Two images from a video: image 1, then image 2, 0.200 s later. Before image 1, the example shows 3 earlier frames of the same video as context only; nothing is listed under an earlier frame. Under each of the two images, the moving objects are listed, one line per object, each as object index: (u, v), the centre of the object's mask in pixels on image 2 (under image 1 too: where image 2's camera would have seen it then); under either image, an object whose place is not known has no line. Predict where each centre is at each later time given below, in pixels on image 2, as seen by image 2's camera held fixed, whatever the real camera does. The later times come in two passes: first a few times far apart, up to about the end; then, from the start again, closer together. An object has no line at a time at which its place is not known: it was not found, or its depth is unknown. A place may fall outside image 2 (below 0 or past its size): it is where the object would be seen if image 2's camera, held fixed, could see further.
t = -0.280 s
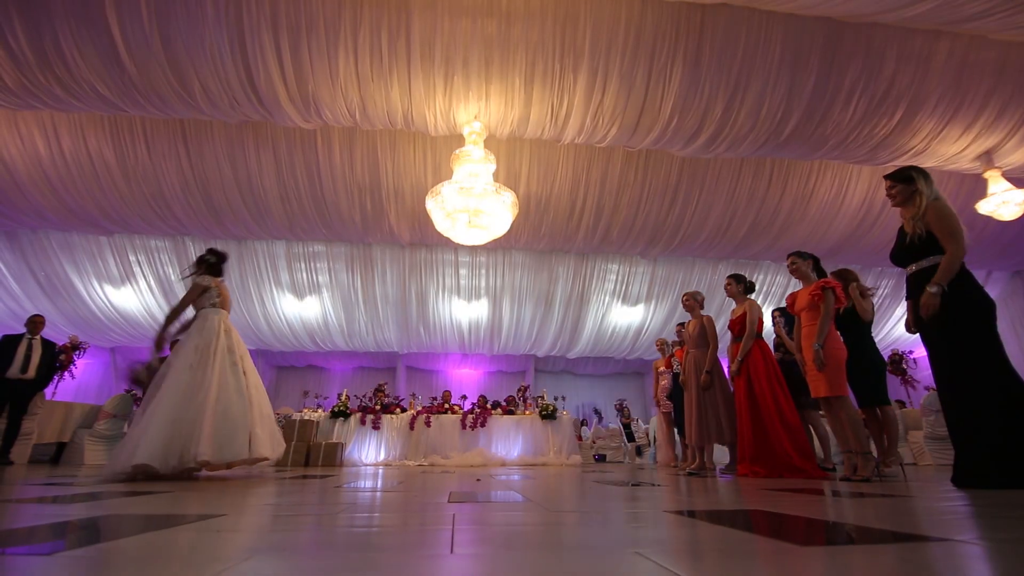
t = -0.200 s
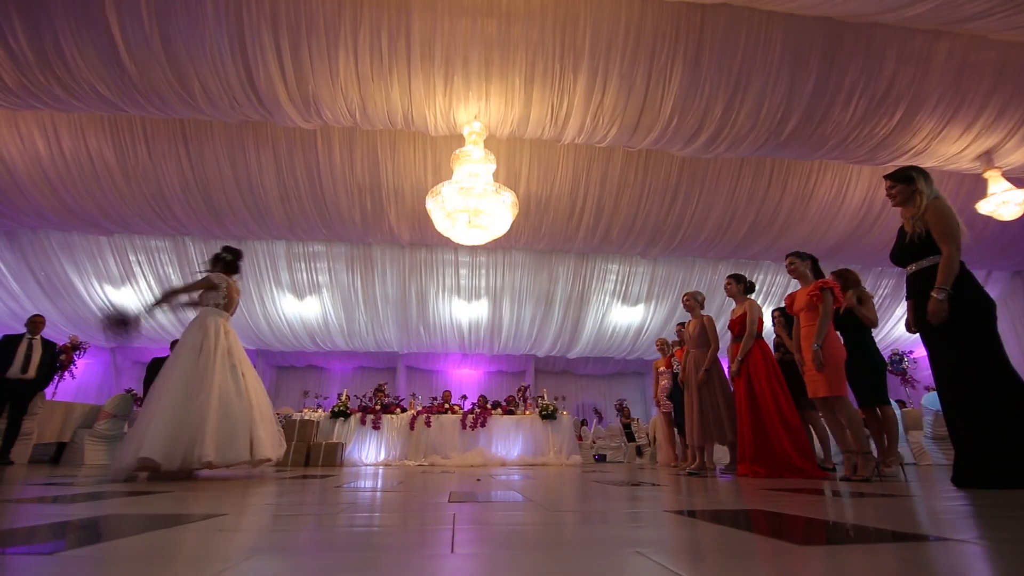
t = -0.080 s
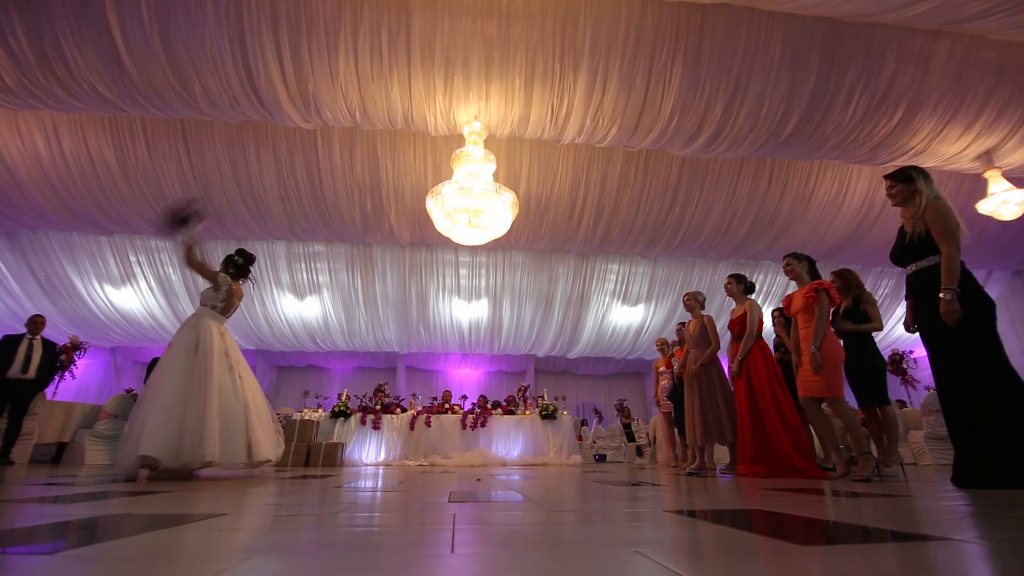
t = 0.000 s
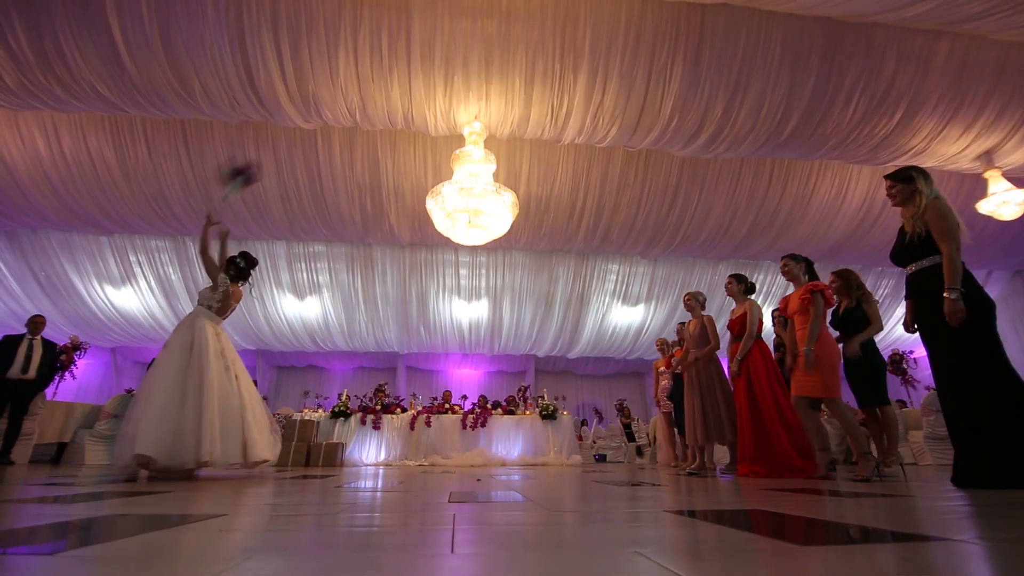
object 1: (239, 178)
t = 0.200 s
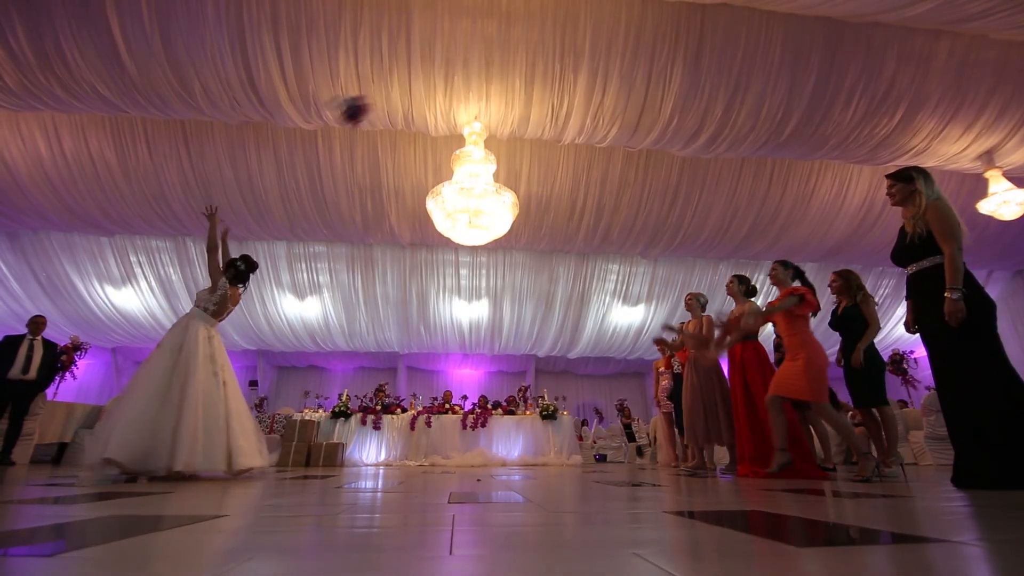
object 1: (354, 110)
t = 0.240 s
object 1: (371, 102)
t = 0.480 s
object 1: (471, 79)
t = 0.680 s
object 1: (548, 90)
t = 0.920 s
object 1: (640, 149)
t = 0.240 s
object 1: (371, 102)
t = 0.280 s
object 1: (388, 96)
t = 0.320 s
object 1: (405, 90)
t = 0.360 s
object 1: (421, 85)
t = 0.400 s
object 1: (439, 81)
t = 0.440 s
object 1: (455, 79)
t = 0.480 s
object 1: (471, 79)
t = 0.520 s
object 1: (486, 79)
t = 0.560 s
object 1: (501, 80)
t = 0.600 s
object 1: (517, 82)
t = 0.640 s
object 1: (533, 86)
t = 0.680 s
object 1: (548, 90)
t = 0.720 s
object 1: (564, 98)
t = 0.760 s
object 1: (579, 106)
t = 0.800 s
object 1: (594, 114)
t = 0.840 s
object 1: (609, 125)
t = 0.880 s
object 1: (626, 137)
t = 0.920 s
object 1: (640, 149)
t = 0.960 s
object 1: (656, 163)
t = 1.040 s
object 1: (689, 195)
